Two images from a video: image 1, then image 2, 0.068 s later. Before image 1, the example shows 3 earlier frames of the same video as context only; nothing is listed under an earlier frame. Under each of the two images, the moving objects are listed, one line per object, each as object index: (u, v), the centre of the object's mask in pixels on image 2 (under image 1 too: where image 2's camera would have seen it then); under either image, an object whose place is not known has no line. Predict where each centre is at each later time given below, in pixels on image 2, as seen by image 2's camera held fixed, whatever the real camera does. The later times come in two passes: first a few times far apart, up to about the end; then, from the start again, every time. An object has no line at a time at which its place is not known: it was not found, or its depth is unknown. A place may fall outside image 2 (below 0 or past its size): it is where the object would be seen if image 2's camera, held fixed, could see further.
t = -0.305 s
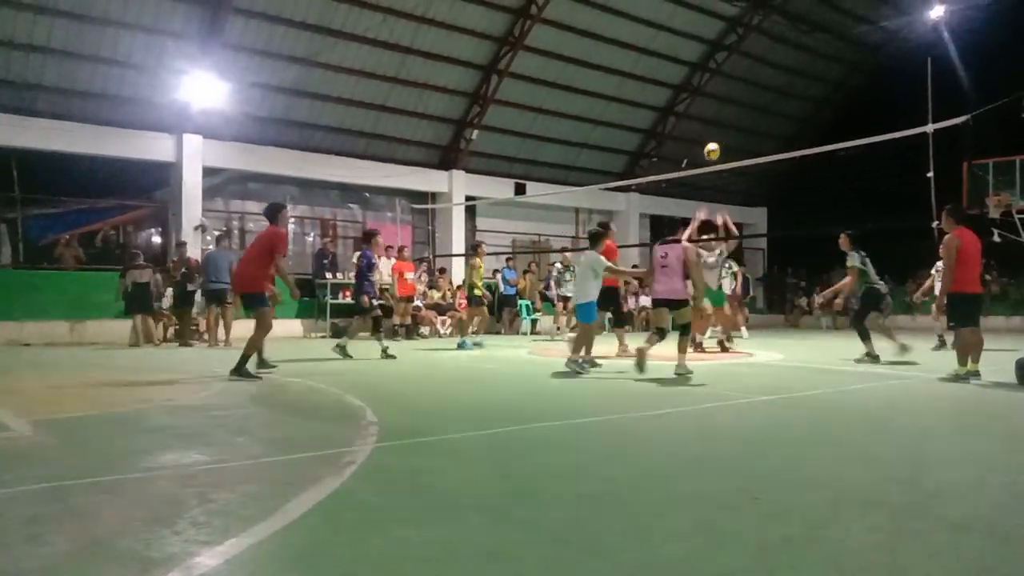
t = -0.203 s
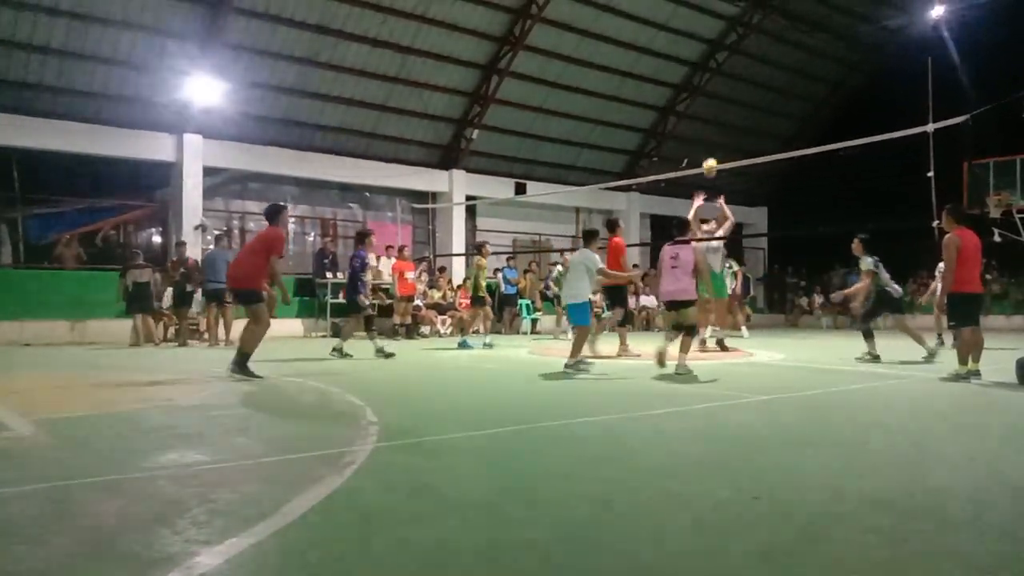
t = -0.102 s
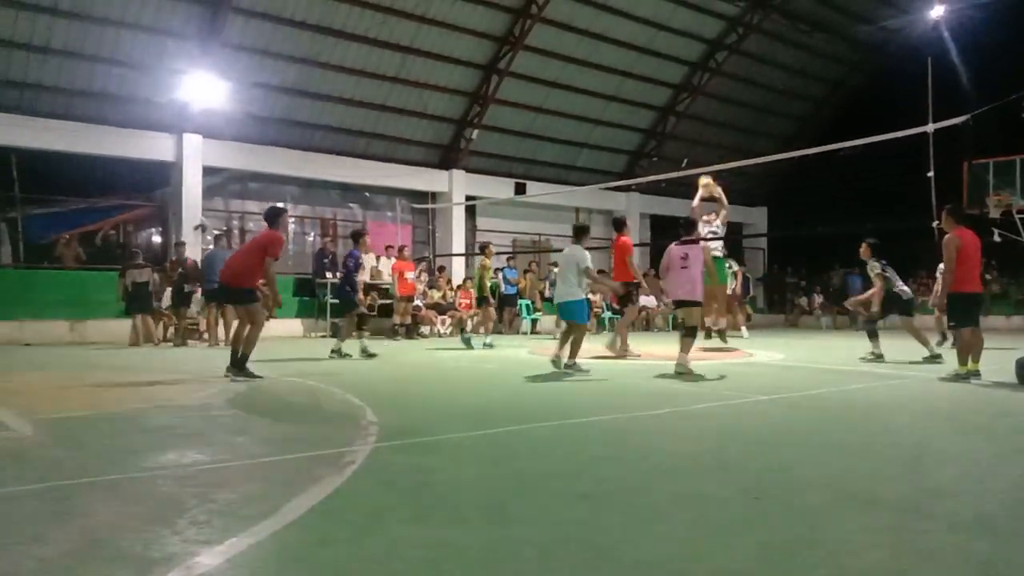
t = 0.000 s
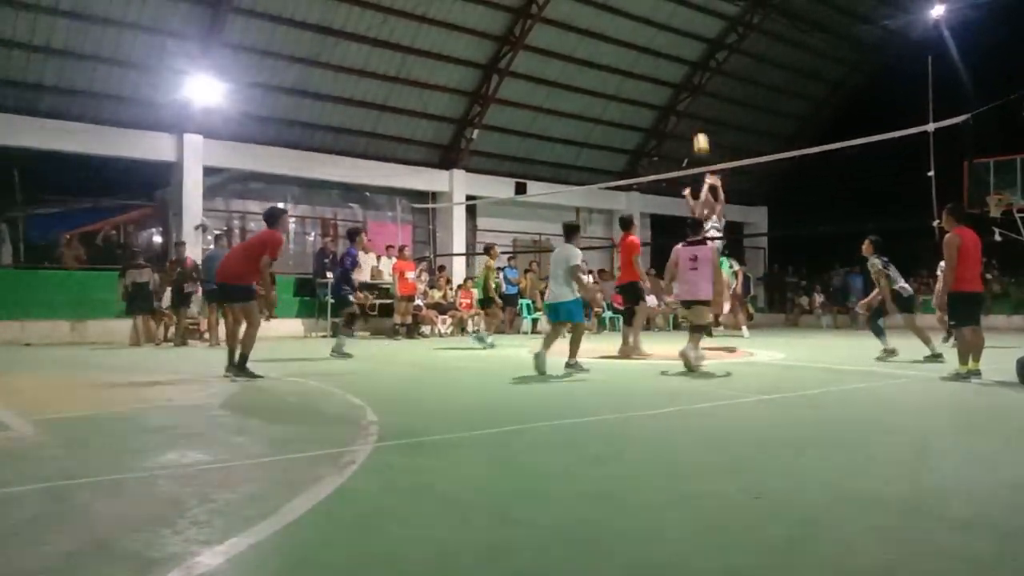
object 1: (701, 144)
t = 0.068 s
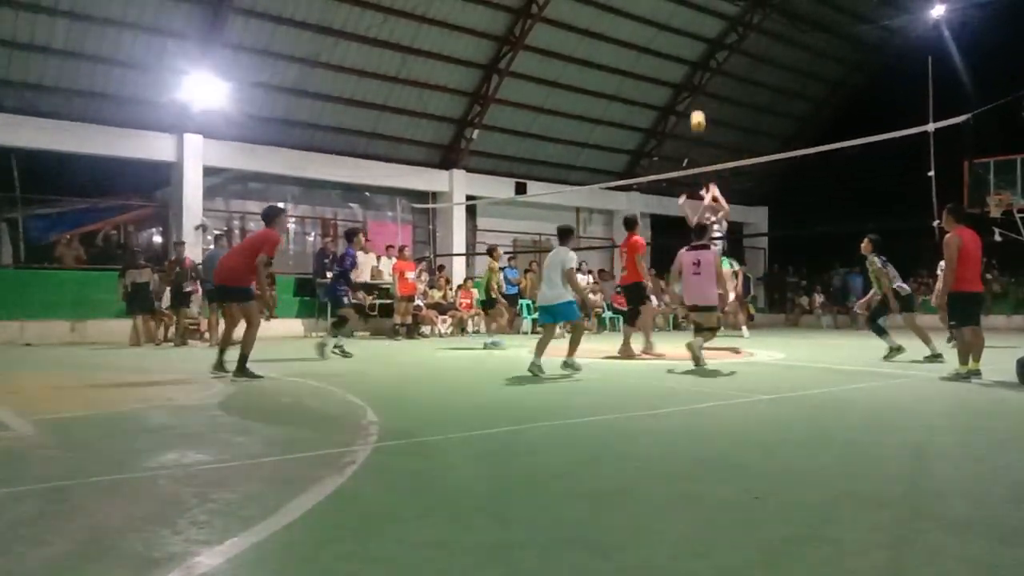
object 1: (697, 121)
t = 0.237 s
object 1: (689, 76)
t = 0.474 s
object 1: (677, 45)
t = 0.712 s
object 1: (666, 50)
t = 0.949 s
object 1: (654, 88)
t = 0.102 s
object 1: (696, 110)
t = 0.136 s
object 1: (694, 100)
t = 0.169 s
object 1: (692, 91)
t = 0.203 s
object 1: (690, 83)
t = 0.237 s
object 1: (689, 76)
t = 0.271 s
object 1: (687, 69)
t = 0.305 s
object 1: (685, 63)
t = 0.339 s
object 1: (684, 58)
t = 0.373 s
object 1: (682, 53)
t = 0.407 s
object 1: (680, 49)
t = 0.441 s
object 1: (679, 47)
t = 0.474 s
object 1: (677, 45)
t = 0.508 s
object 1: (676, 44)
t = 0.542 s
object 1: (674, 43)
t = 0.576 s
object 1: (673, 43)
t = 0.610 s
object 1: (671, 43)
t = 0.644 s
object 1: (669, 46)
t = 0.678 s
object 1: (667, 48)
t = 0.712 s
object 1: (666, 50)
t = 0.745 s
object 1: (664, 54)
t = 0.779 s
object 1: (662, 58)
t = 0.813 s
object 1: (661, 63)
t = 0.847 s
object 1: (659, 68)
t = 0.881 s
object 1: (658, 74)
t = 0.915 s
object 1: (656, 81)
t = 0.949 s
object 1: (654, 88)
